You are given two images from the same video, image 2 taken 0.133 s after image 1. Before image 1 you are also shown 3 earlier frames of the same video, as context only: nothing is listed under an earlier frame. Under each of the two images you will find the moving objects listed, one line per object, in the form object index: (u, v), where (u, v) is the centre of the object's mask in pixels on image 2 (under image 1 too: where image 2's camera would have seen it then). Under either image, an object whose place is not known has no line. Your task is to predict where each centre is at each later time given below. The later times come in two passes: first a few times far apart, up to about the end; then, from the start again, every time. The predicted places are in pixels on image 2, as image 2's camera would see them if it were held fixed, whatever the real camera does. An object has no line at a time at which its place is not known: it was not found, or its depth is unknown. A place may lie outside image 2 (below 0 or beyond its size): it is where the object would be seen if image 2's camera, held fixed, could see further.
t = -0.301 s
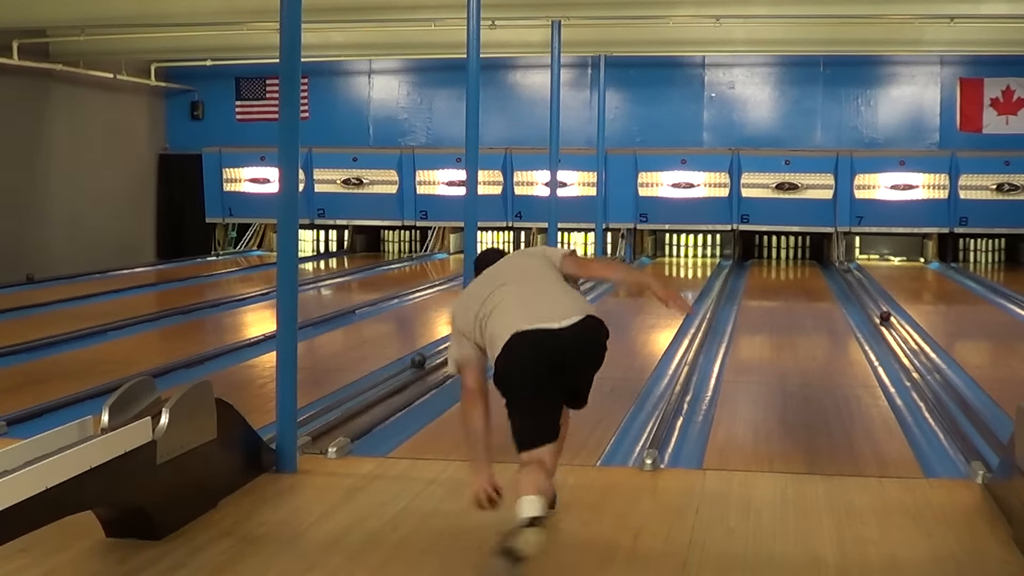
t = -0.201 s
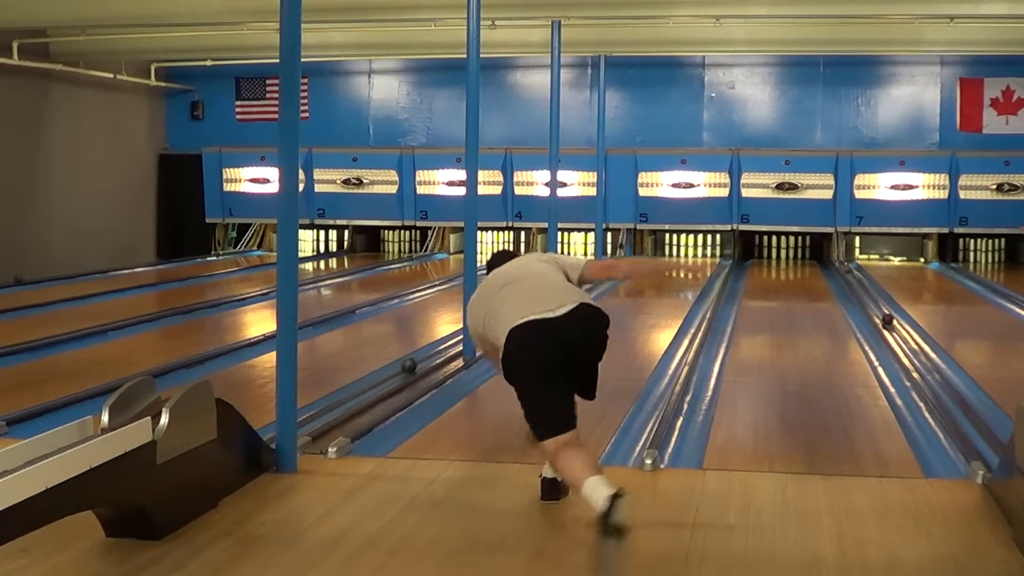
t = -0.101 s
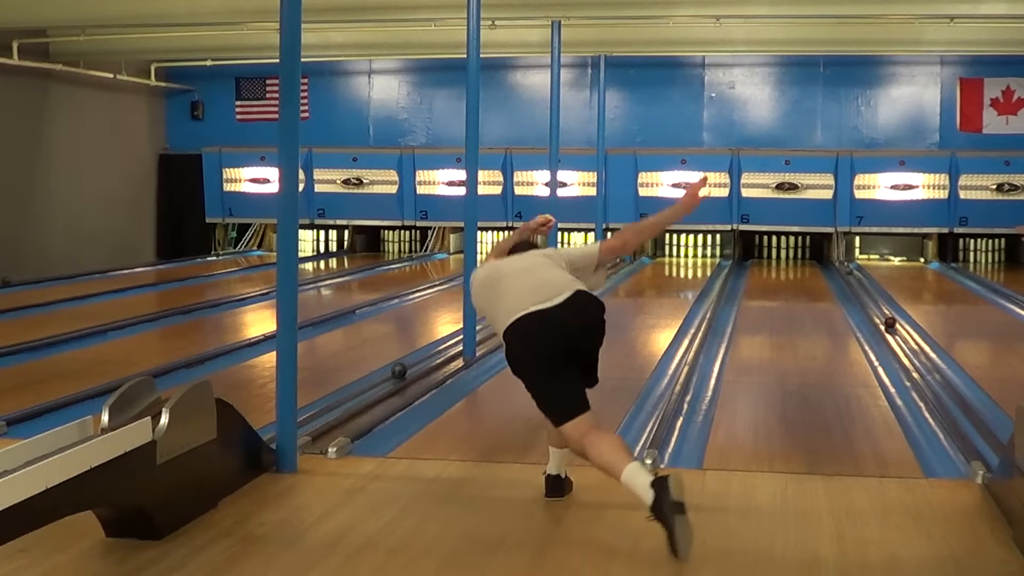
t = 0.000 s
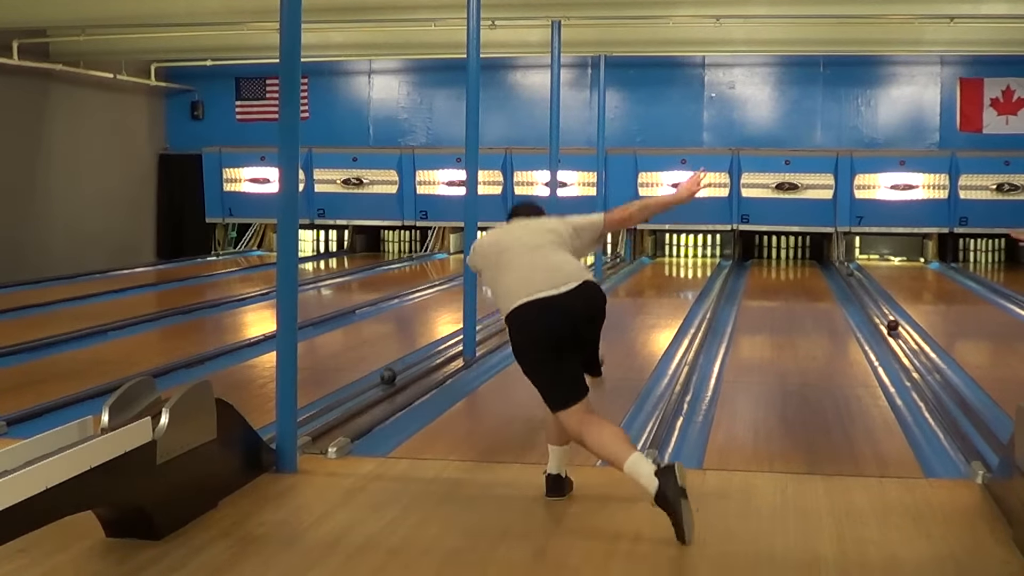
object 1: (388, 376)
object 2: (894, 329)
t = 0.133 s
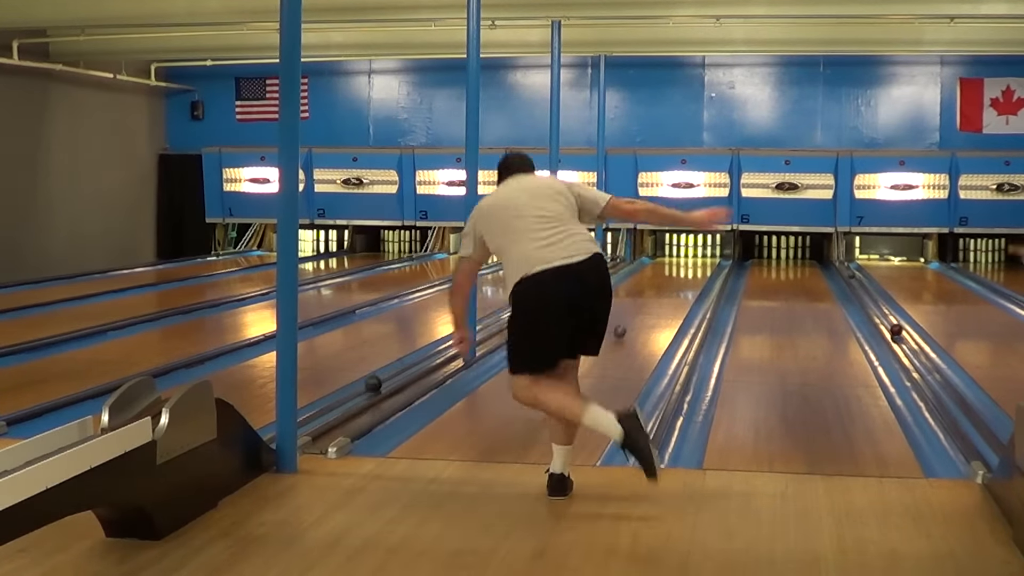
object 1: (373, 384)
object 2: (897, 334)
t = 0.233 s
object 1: (361, 390)
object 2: (900, 337)
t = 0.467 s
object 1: (331, 407)
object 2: (907, 347)
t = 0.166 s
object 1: (369, 386)
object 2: (898, 335)
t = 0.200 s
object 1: (365, 388)
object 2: (899, 336)
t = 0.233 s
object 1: (361, 390)
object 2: (900, 337)
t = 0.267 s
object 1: (357, 393)
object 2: (901, 339)
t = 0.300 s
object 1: (353, 395)
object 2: (902, 340)
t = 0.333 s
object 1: (348, 397)
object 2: (903, 341)
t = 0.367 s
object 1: (343, 400)
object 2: (904, 343)
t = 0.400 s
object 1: (339, 402)
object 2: (905, 344)
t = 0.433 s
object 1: (334, 404)
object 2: (906, 346)
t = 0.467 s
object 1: (331, 407)
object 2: (907, 347)
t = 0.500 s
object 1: (325, 410)
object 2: (908, 348)
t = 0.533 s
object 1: (321, 412)
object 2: (908, 348)
